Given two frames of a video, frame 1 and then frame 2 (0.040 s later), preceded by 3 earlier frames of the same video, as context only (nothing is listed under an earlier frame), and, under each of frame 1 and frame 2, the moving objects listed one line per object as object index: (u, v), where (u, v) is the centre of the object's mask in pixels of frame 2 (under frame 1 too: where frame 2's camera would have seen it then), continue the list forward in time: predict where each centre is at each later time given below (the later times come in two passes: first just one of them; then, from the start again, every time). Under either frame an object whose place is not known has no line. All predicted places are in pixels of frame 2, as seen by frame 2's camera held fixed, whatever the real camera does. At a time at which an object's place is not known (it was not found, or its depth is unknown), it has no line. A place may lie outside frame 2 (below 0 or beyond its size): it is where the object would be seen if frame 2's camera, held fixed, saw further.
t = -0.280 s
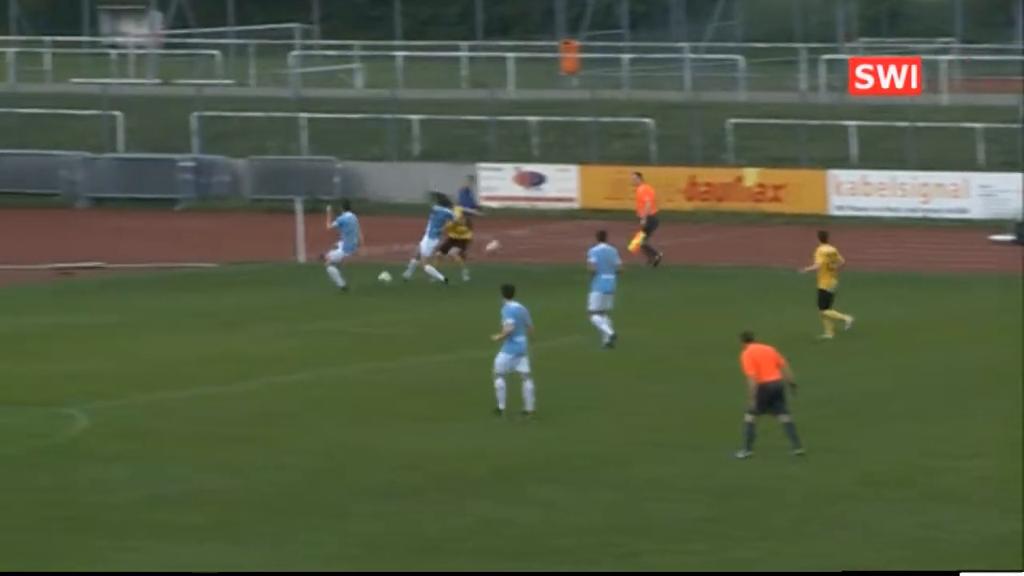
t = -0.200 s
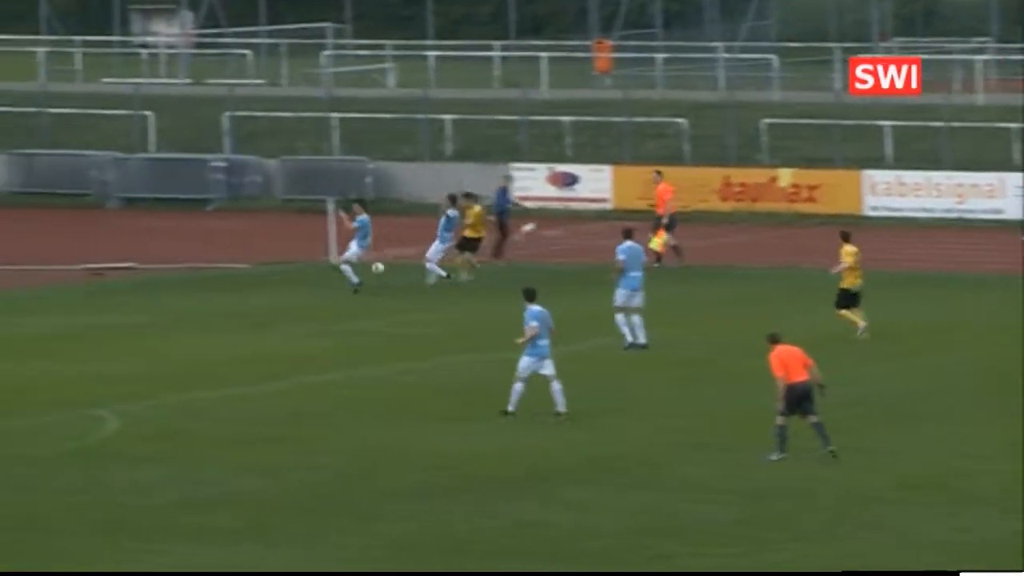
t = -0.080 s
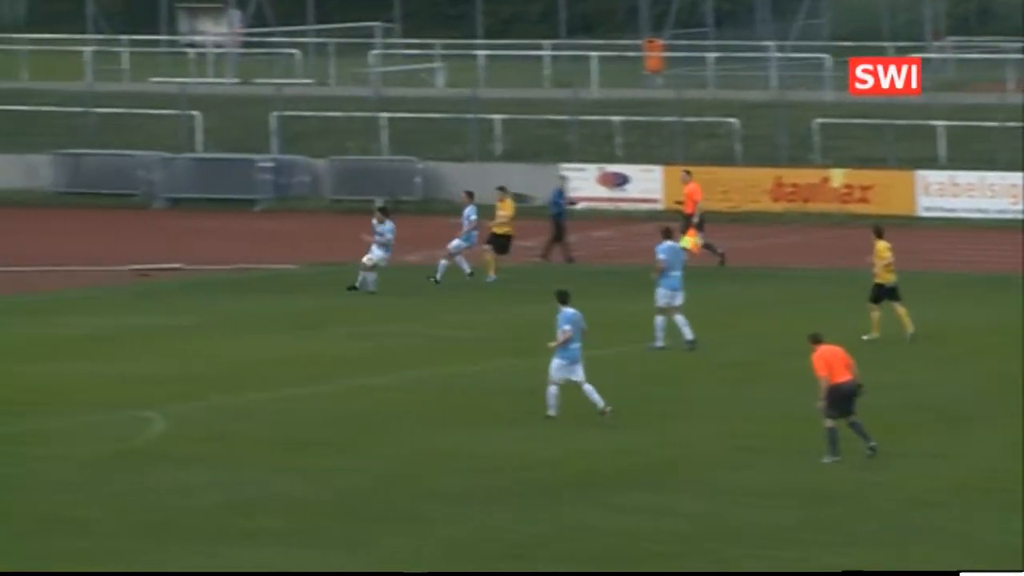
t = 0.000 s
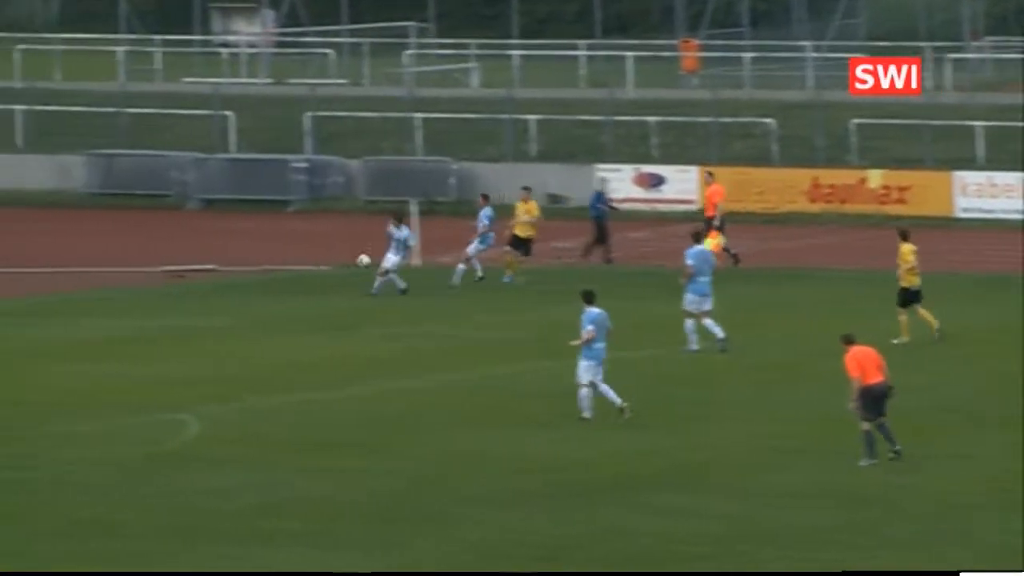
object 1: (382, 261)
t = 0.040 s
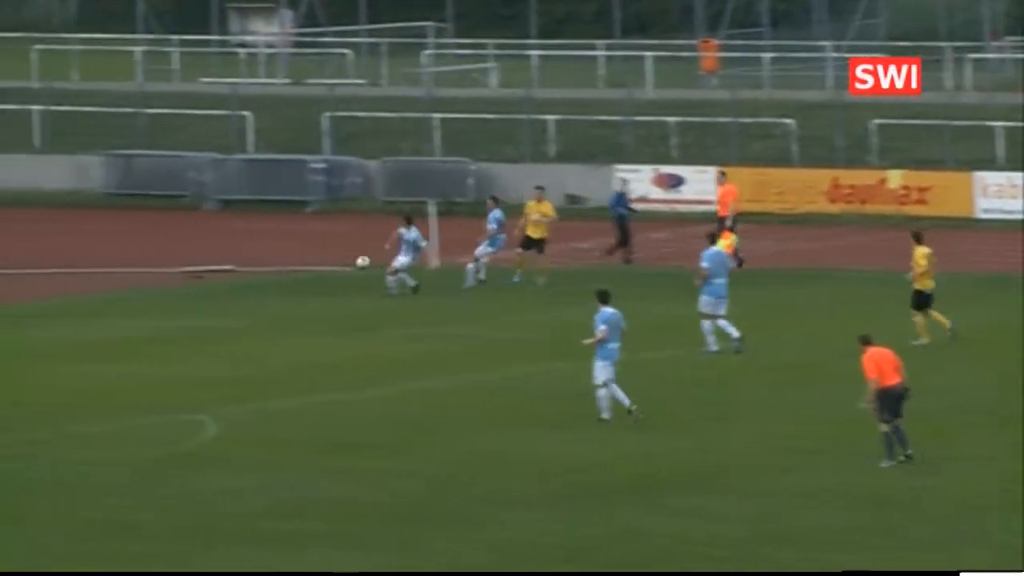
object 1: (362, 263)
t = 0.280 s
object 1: (248, 285)
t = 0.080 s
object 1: (343, 263)
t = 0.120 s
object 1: (324, 266)
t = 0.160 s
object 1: (305, 269)
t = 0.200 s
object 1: (285, 274)
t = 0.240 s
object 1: (267, 279)
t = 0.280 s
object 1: (248, 285)
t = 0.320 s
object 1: (230, 293)
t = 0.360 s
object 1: (211, 302)
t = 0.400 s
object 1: (193, 310)
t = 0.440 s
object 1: (175, 321)
